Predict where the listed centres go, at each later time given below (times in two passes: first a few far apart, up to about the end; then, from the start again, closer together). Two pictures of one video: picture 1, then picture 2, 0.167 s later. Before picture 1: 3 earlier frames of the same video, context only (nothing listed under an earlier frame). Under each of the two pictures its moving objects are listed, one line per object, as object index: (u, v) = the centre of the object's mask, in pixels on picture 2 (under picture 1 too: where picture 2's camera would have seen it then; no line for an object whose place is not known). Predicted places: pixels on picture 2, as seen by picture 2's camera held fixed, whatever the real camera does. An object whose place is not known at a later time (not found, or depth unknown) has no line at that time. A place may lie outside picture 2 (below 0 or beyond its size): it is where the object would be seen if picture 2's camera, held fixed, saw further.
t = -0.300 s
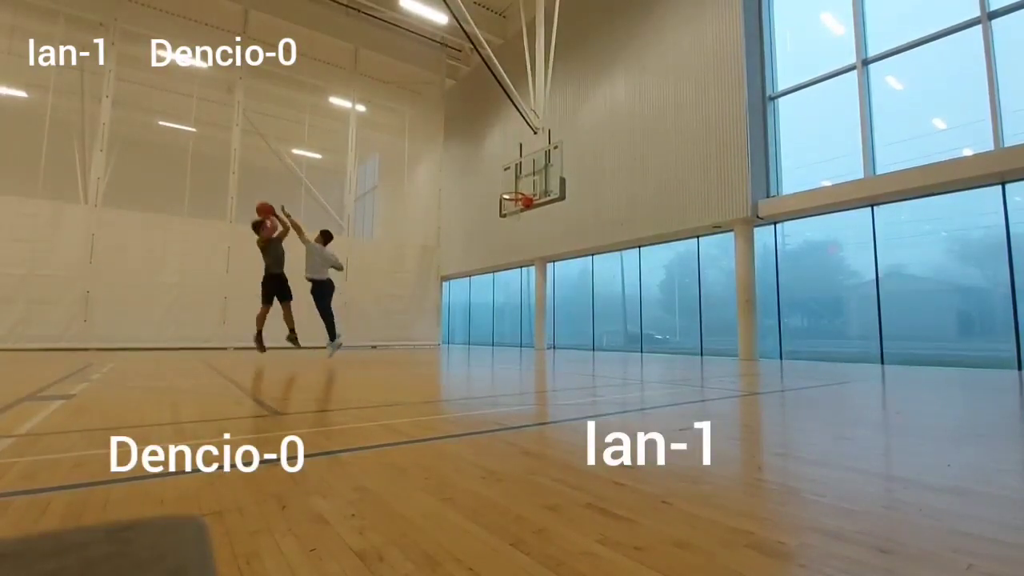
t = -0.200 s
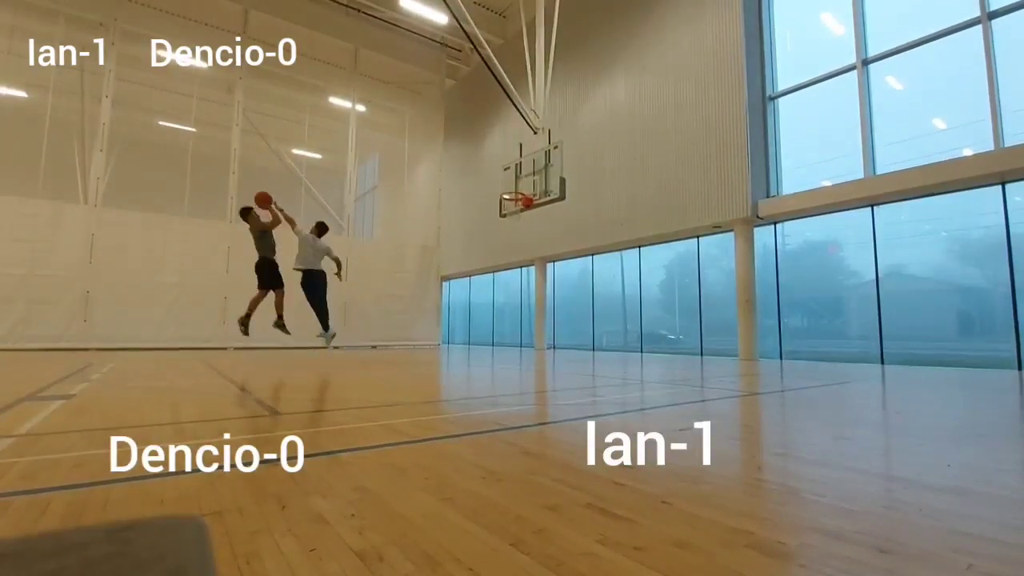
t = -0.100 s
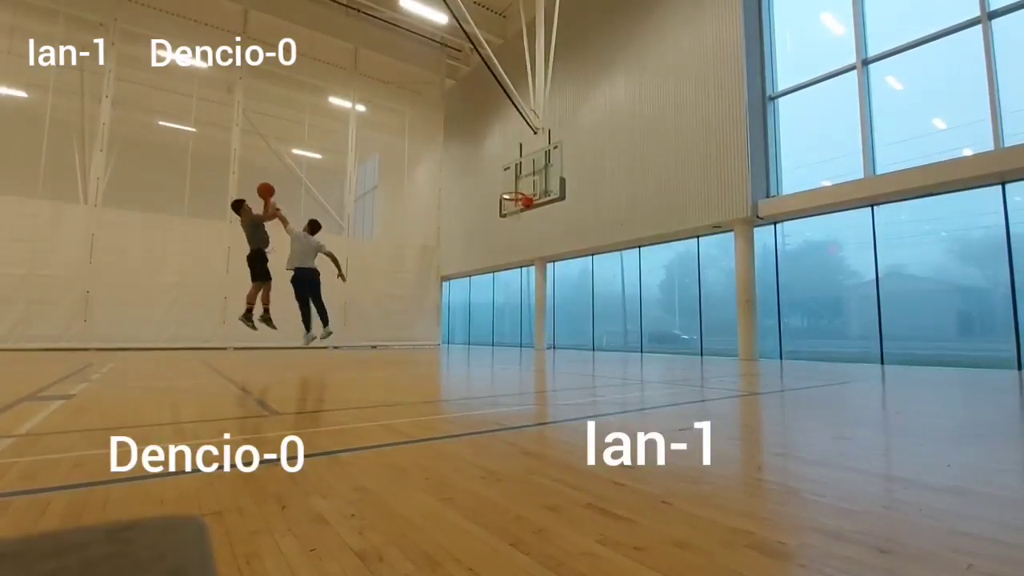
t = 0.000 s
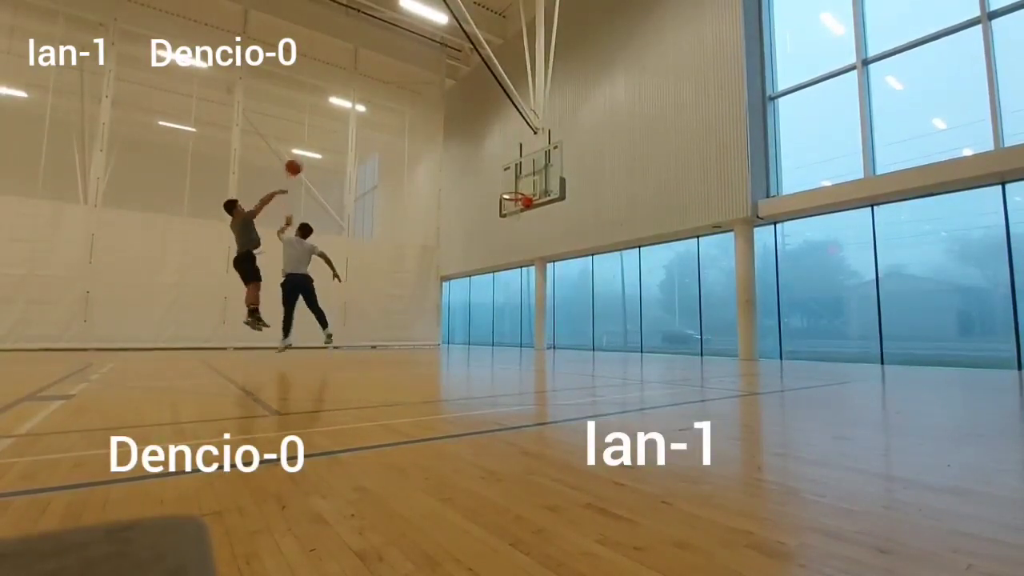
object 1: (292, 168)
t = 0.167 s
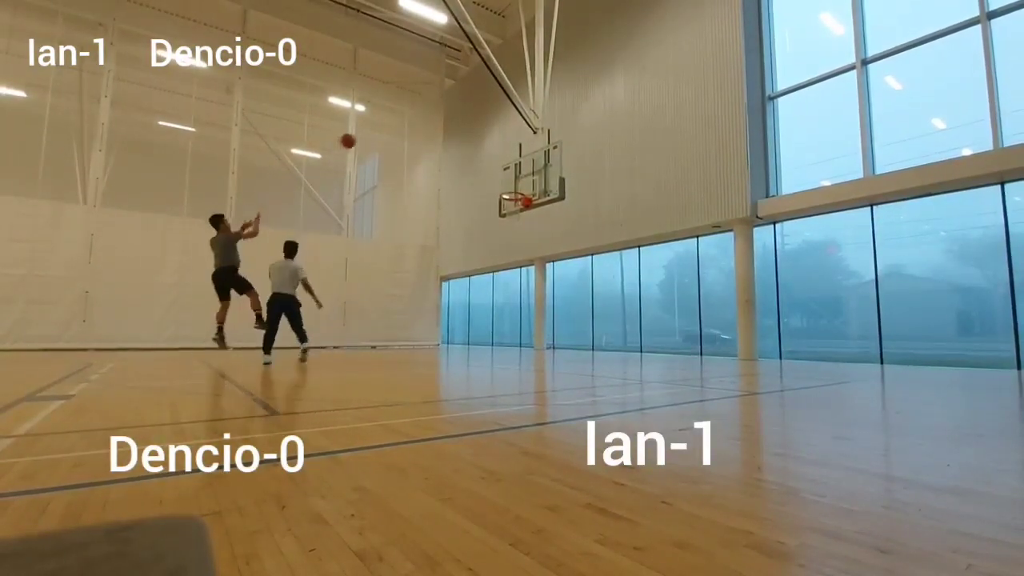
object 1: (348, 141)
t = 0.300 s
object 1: (386, 133)
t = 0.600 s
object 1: (458, 151)
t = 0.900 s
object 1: (513, 201)
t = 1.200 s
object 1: (465, 267)
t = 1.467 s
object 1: (418, 337)
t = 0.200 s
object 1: (358, 138)
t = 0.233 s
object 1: (368, 136)
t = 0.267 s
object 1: (377, 134)
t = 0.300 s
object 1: (386, 133)
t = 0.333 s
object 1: (395, 133)
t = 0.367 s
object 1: (404, 133)
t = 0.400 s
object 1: (412, 134)
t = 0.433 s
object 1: (420, 136)
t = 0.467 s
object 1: (428, 138)
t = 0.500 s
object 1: (436, 141)
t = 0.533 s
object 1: (444, 144)
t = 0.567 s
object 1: (451, 147)
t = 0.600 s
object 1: (458, 151)
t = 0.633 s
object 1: (465, 156)
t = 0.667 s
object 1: (472, 160)
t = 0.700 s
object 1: (479, 166)
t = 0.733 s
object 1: (485, 172)
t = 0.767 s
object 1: (492, 178)
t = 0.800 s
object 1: (499, 185)
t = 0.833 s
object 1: (505, 191)
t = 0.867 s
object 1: (510, 197)
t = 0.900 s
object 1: (513, 201)
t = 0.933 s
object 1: (505, 210)
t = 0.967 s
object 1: (502, 214)
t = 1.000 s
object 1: (497, 220)
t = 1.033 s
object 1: (492, 225)
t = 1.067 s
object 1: (486, 233)
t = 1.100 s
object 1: (481, 240)
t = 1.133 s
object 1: (476, 248)
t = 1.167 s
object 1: (470, 257)
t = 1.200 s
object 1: (465, 267)
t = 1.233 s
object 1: (459, 277)
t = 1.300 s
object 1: (448, 301)
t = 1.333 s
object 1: (441, 314)
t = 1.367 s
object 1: (435, 328)
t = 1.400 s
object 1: (429, 343)
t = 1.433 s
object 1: (424, 348)
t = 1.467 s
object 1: (418, 337)
